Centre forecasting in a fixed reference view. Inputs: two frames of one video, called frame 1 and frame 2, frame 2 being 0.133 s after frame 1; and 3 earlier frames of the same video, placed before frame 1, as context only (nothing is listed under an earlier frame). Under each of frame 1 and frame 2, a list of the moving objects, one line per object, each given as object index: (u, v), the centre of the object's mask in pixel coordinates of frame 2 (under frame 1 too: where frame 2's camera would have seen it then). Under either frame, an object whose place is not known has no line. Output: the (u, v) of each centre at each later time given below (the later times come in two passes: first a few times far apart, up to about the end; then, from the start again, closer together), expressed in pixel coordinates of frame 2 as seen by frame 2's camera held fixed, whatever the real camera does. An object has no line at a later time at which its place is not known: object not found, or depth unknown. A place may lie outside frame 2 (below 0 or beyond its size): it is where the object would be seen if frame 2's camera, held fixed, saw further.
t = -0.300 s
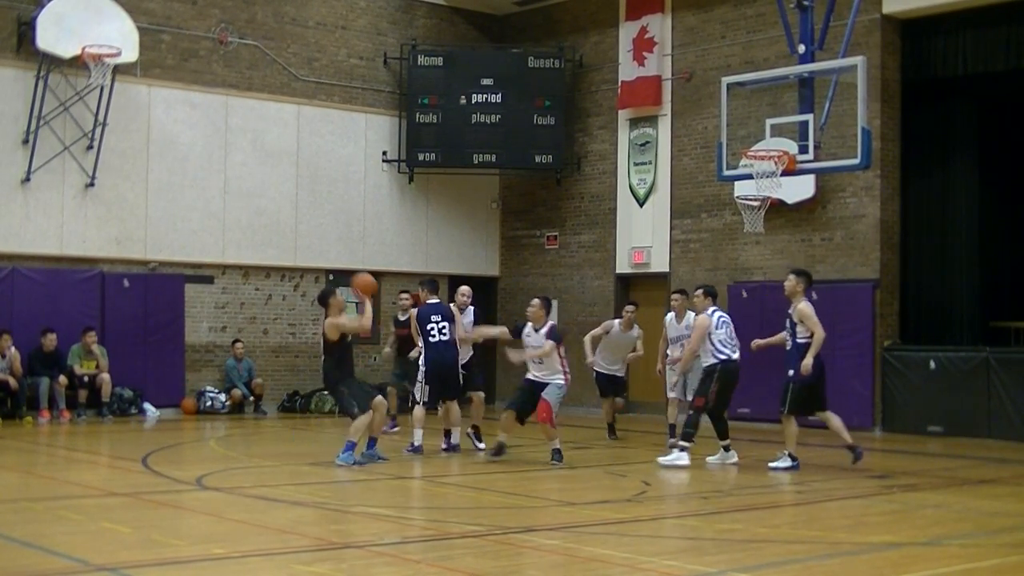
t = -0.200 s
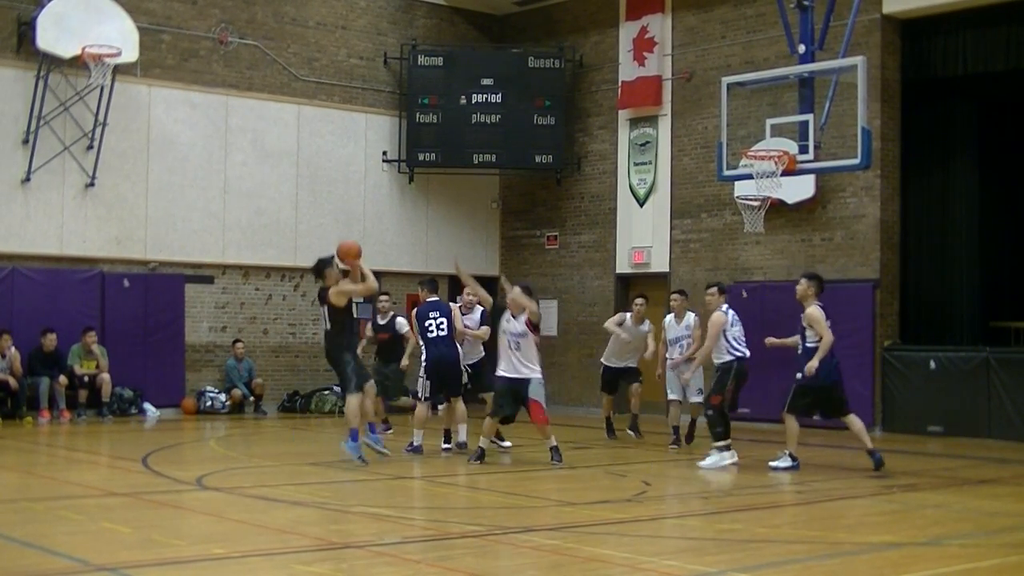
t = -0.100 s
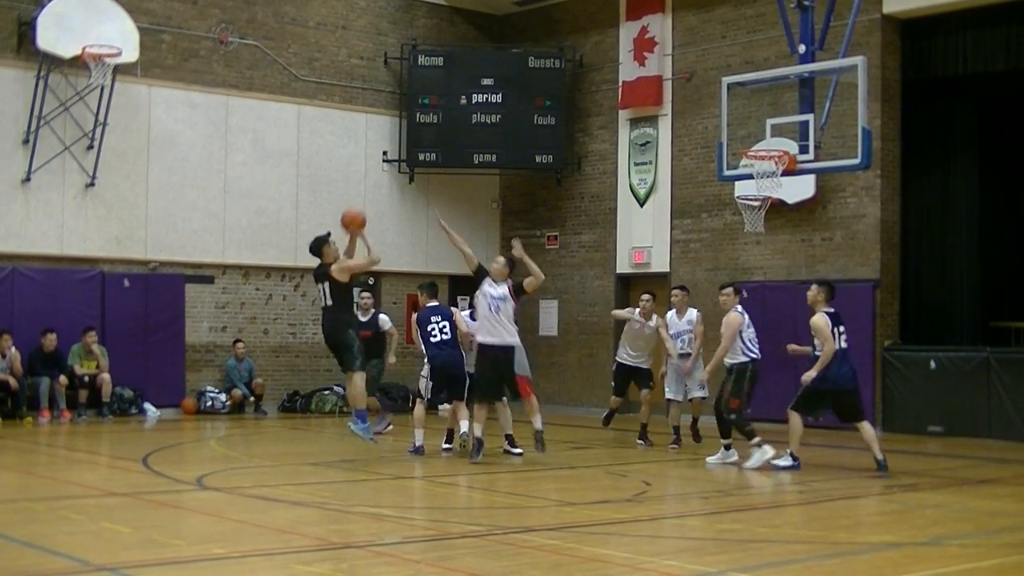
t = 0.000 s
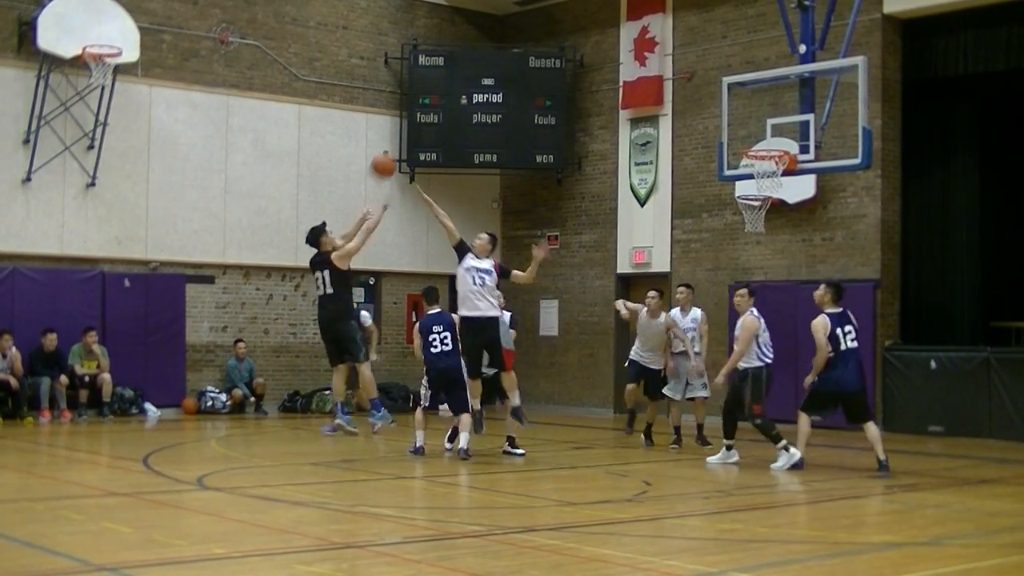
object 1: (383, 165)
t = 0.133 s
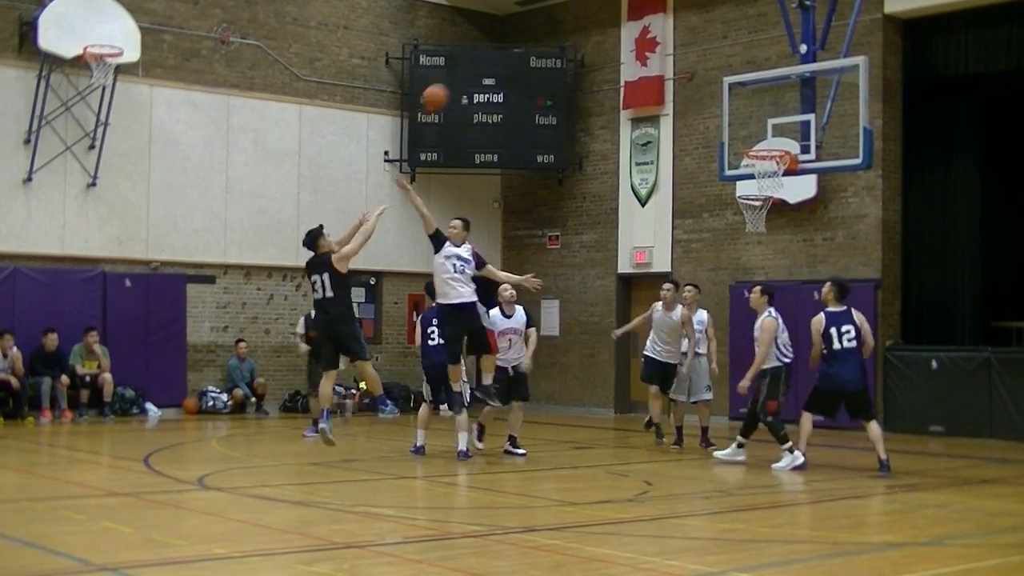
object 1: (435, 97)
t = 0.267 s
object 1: (484, 50)
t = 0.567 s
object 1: (589, 11)
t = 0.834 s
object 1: (679, 51)
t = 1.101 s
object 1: (756, 151)
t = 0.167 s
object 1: (447, 84)
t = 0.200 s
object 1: (460, 72)
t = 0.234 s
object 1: (472, 61)
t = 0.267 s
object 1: (484, 50)
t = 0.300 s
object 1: (496, 41)
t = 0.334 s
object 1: (509, 33)
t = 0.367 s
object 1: (520, 27)
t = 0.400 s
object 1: (532, 22)
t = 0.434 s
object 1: (544, 17)
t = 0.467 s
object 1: (555, 14)
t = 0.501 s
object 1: (567, 12)
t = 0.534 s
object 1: (578, 11)
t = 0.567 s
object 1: (589, 11)
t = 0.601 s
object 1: (601, 12)
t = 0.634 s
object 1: (612, 14)
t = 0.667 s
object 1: (623, 17)
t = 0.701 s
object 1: (634, 21)
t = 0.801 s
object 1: (668, 43)
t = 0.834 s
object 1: (679, 51)
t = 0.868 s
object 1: (689, 62)
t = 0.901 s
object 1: (700, 72)
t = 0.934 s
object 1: (710, 83)
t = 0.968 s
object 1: (721, 97)
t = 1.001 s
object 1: (732, 111)
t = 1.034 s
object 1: (742, 126)
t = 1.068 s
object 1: (752, 141)
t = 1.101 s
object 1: (756, 151)
